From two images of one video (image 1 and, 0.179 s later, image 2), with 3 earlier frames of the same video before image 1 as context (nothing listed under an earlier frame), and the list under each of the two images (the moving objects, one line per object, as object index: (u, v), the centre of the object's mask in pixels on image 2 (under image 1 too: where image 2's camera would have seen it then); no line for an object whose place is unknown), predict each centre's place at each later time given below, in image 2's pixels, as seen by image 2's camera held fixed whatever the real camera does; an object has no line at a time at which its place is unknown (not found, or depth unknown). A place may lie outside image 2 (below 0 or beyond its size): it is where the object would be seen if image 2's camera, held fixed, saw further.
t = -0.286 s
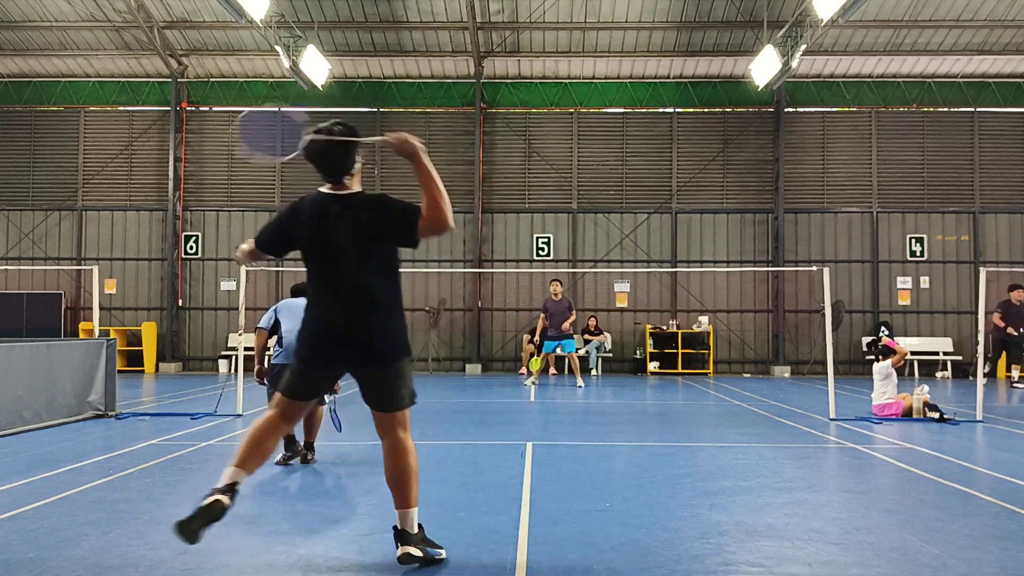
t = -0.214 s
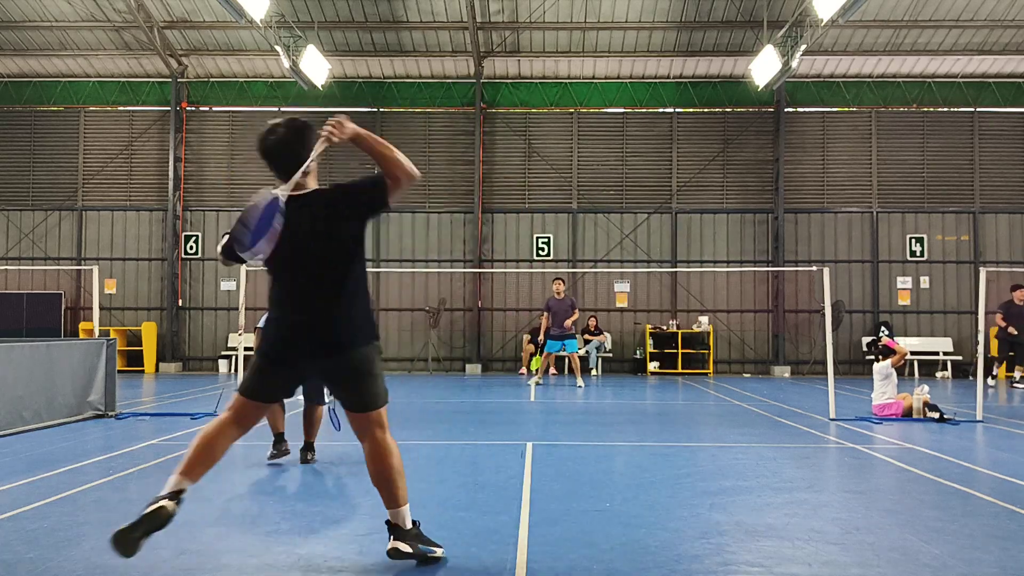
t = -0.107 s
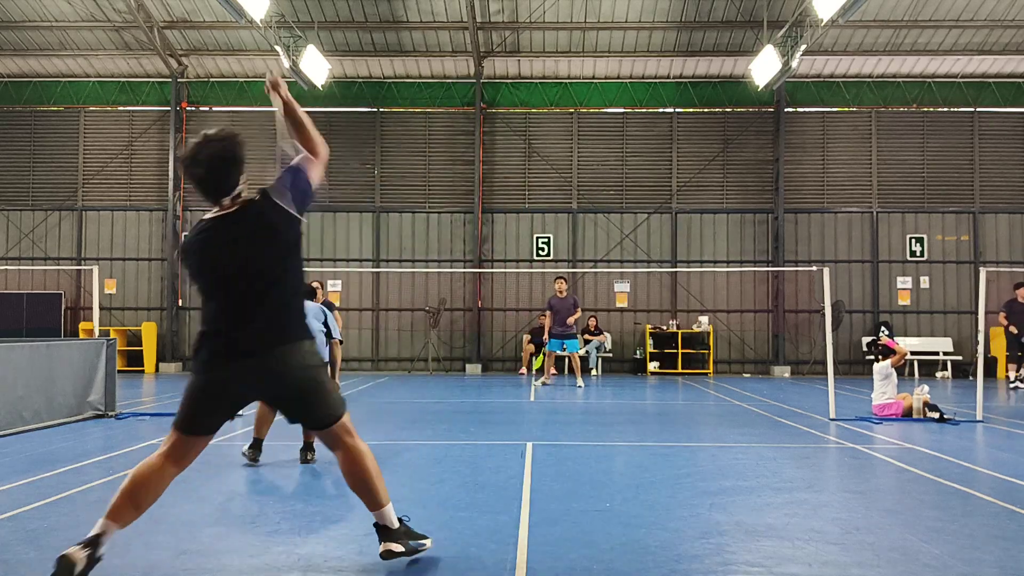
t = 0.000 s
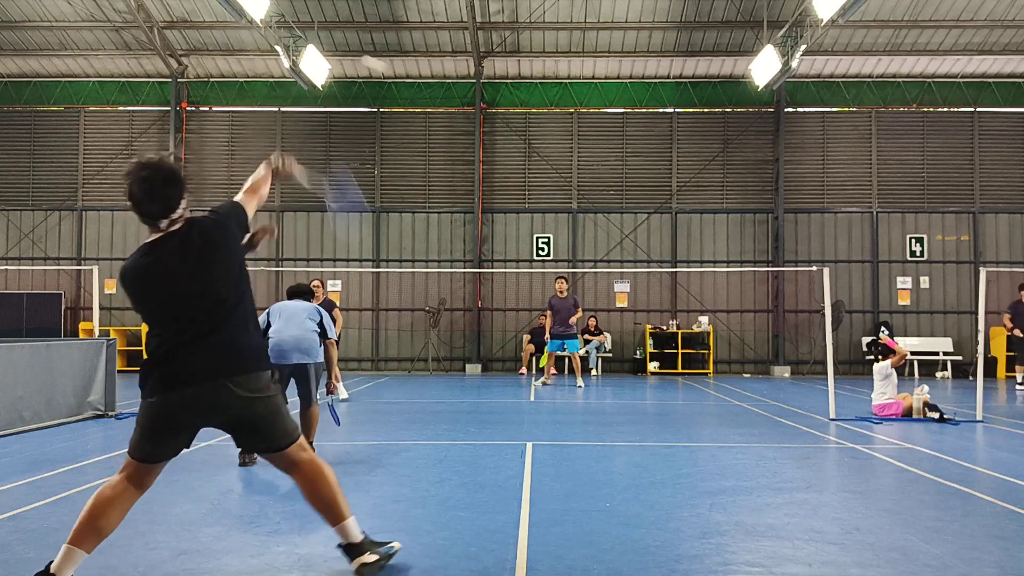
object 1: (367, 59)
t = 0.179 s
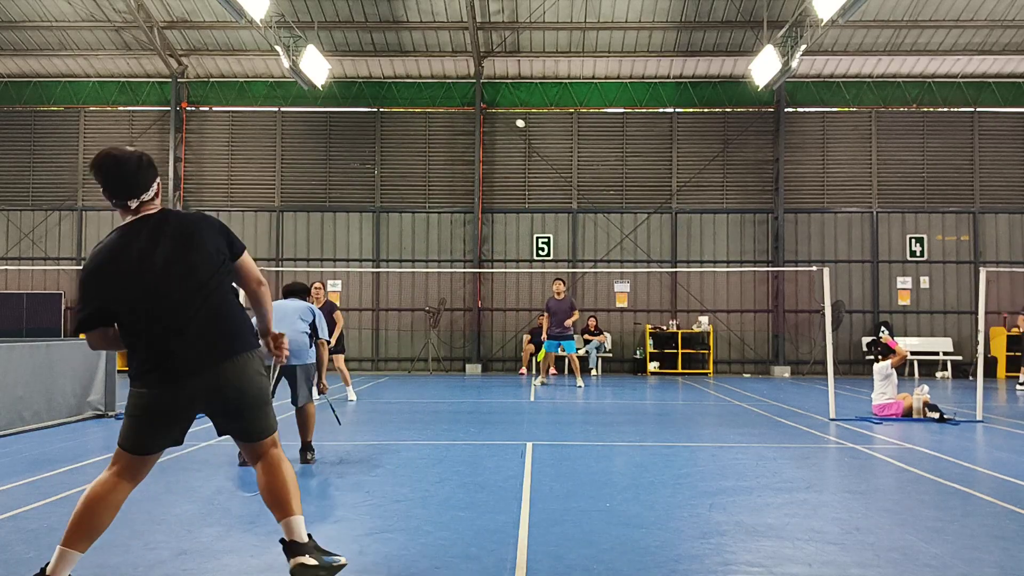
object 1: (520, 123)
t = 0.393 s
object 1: (566, 166)
